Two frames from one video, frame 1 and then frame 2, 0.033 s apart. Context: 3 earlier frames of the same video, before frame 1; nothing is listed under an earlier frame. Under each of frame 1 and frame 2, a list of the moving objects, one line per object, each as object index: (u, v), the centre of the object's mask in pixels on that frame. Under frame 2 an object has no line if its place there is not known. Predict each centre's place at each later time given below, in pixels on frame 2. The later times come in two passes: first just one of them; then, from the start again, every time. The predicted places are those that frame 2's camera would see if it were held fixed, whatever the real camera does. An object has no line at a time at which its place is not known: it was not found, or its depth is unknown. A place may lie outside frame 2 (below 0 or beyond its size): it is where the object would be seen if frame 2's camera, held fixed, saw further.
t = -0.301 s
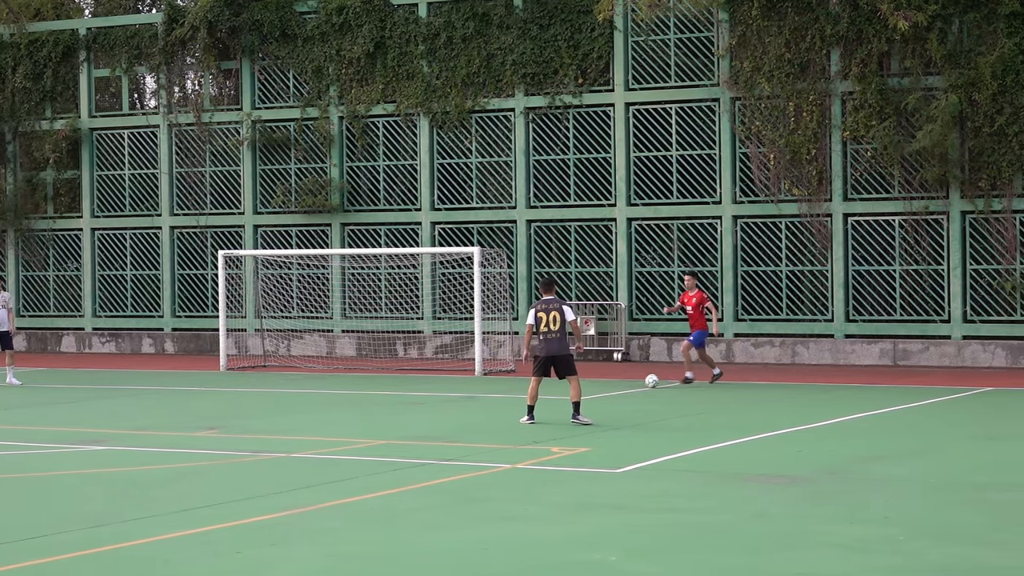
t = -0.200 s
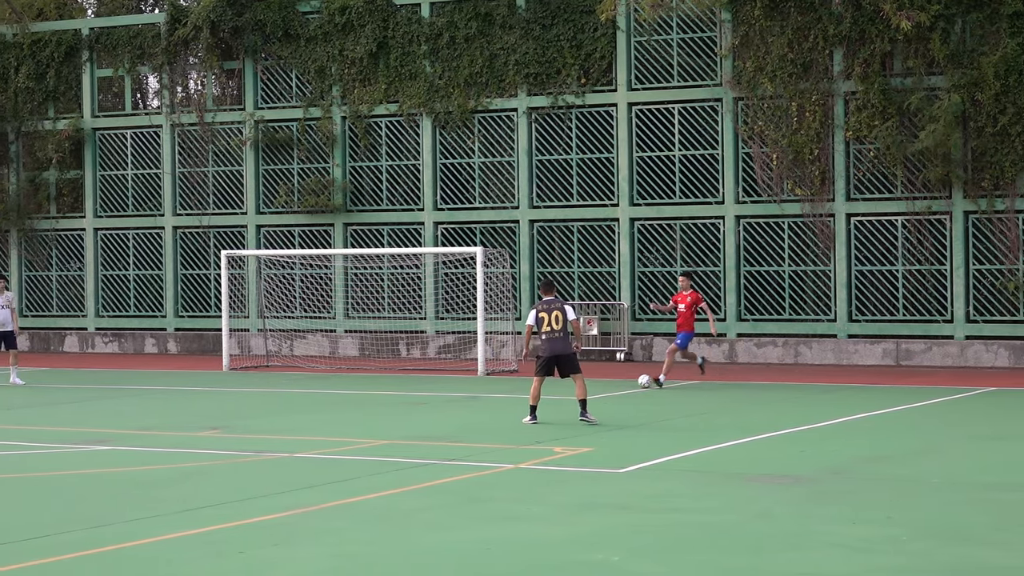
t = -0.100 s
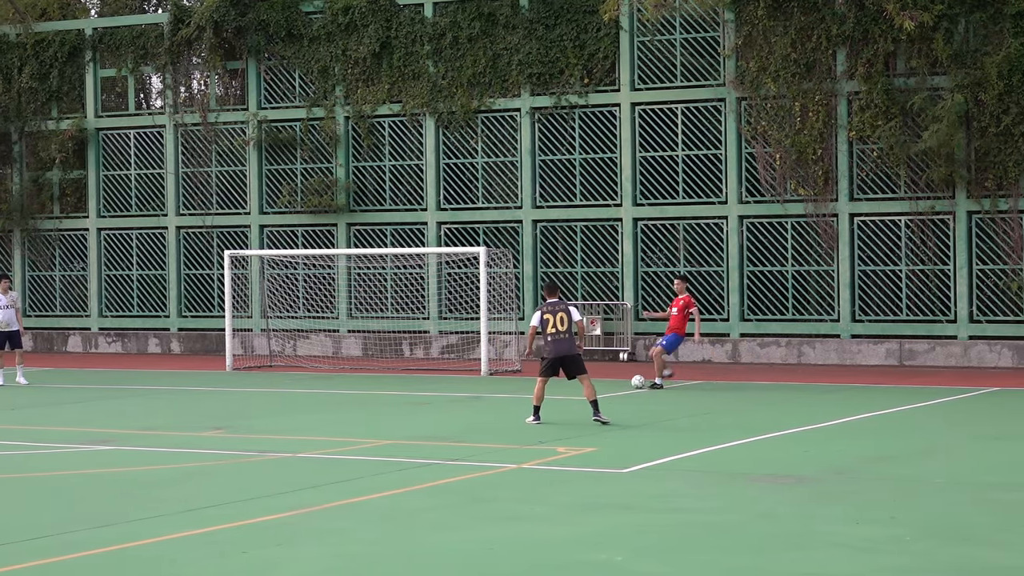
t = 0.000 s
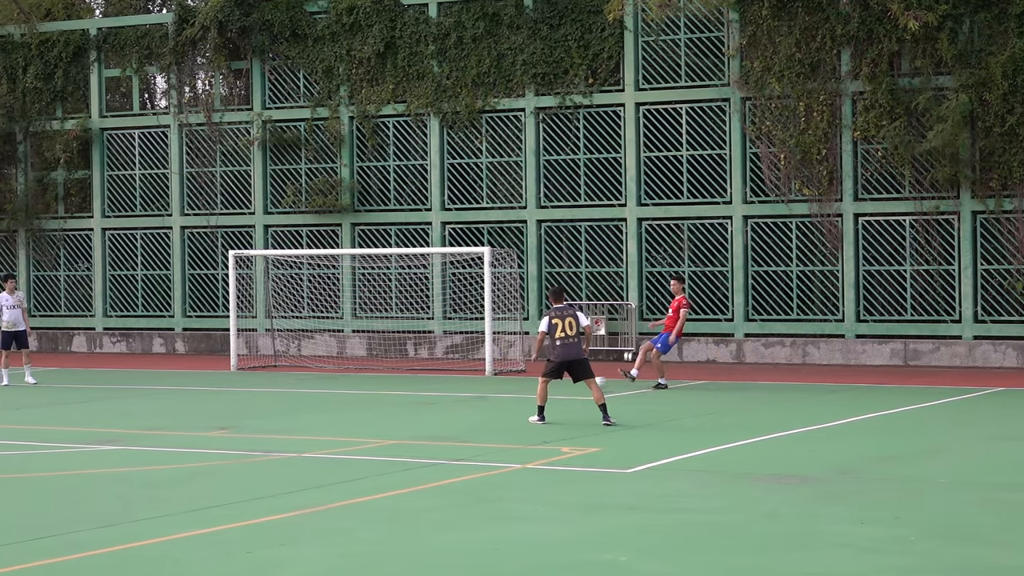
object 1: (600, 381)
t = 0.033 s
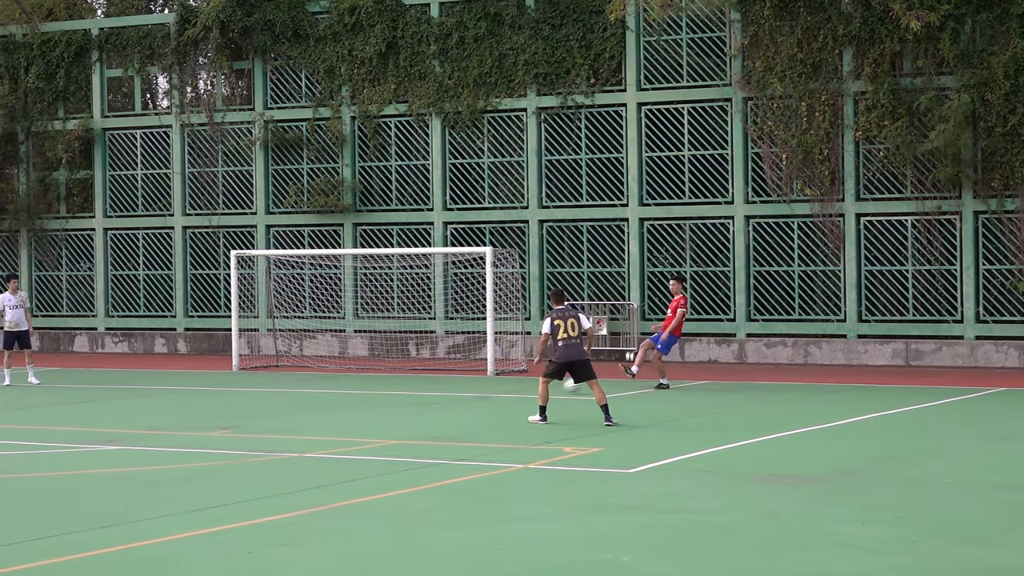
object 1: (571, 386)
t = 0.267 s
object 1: (381, 400)
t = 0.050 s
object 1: (558, 386)
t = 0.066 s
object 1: (551, 387)
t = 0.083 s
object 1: (530, 389)
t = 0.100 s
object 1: (518, 390)
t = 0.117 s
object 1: (504, 391)
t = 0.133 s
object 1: (491, 391)
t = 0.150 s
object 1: (478, 392)
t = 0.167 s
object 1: (464, 393)
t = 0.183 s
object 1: (450, 395)
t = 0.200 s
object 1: (436, 396)
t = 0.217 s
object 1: (421, 399)
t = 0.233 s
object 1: (407, 400)
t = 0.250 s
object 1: (394, 400)
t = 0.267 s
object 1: (381, 400)
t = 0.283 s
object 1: (367, 400)
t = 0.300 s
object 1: (354, 400)
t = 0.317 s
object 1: (340, 400)
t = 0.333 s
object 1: (326, 401)
